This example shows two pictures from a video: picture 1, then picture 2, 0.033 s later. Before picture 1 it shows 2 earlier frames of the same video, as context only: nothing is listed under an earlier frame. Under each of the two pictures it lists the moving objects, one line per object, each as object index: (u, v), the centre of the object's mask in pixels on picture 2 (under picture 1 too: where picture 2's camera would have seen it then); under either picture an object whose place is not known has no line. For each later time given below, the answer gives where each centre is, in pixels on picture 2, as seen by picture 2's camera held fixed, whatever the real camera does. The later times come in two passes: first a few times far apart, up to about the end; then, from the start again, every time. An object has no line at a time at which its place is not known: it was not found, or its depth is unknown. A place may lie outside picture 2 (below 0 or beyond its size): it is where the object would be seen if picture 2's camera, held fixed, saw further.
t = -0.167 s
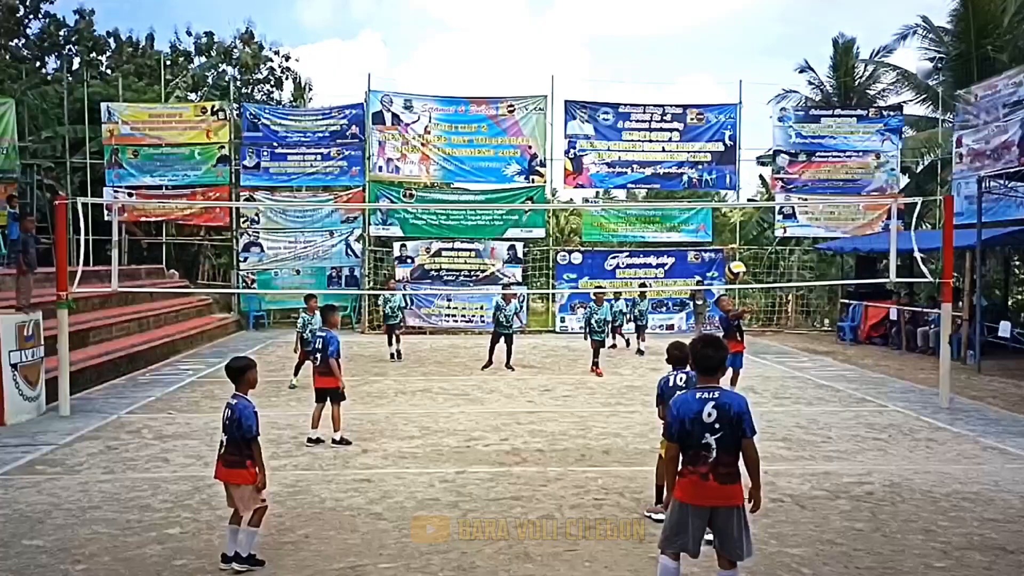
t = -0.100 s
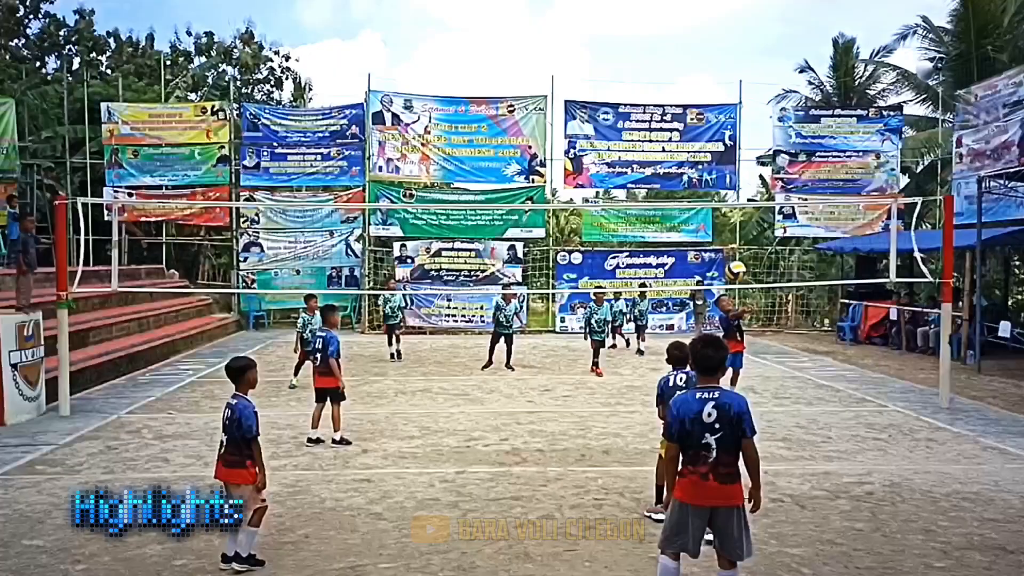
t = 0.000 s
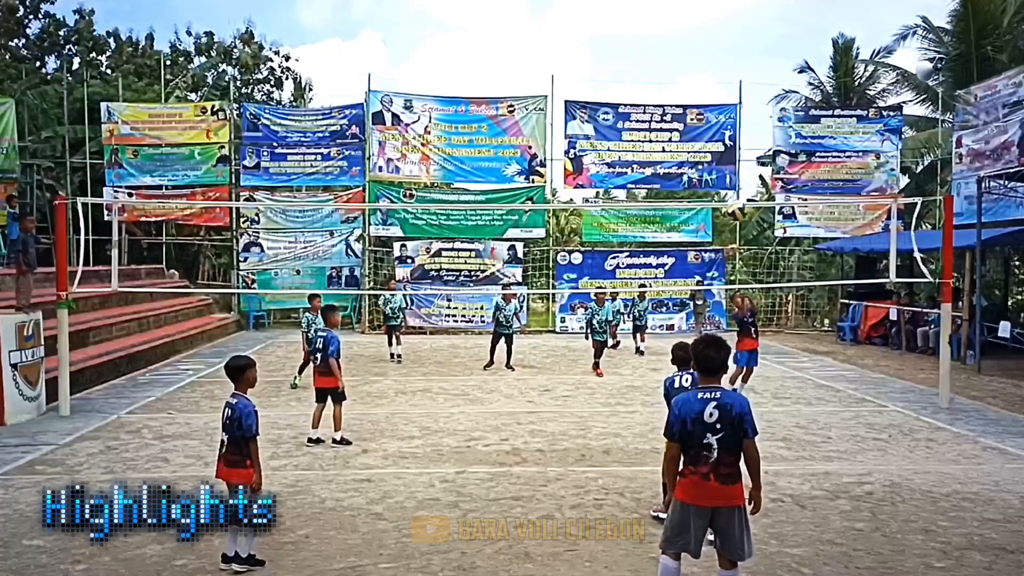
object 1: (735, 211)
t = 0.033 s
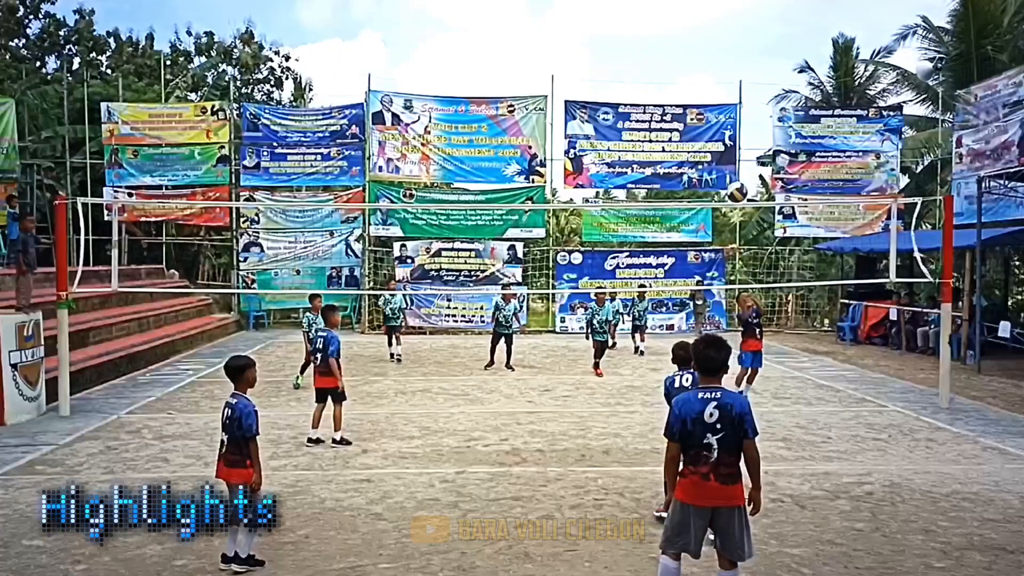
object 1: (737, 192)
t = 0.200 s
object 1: (739, 112)
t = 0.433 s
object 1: (741, 36)
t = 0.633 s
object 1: (743, 14)
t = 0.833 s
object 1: (743, 35)
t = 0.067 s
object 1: (737, 174)
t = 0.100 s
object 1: (738, 157)
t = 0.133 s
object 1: (738, 141)
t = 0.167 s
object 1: (739, 126)
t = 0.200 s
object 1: (739, 112)
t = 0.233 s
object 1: (739, 98)
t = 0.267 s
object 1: (739, 85)
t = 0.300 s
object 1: (740, 74)
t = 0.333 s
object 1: (740, 63)
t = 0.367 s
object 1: (741, 53)
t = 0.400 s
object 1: (741, 44)
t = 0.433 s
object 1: (741, 36)
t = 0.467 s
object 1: (742, 29)
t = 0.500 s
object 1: (742, 24)
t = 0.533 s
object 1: (742, 19)
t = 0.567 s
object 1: (742, 16)
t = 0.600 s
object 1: (743, 14)
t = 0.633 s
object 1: (743, 14)
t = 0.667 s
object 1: (743, 14)
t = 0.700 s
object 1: (743, 16)
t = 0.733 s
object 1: (743, 18)
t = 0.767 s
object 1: (743, 23)
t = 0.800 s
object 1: (743, 28)
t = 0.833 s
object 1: (743, 35)
